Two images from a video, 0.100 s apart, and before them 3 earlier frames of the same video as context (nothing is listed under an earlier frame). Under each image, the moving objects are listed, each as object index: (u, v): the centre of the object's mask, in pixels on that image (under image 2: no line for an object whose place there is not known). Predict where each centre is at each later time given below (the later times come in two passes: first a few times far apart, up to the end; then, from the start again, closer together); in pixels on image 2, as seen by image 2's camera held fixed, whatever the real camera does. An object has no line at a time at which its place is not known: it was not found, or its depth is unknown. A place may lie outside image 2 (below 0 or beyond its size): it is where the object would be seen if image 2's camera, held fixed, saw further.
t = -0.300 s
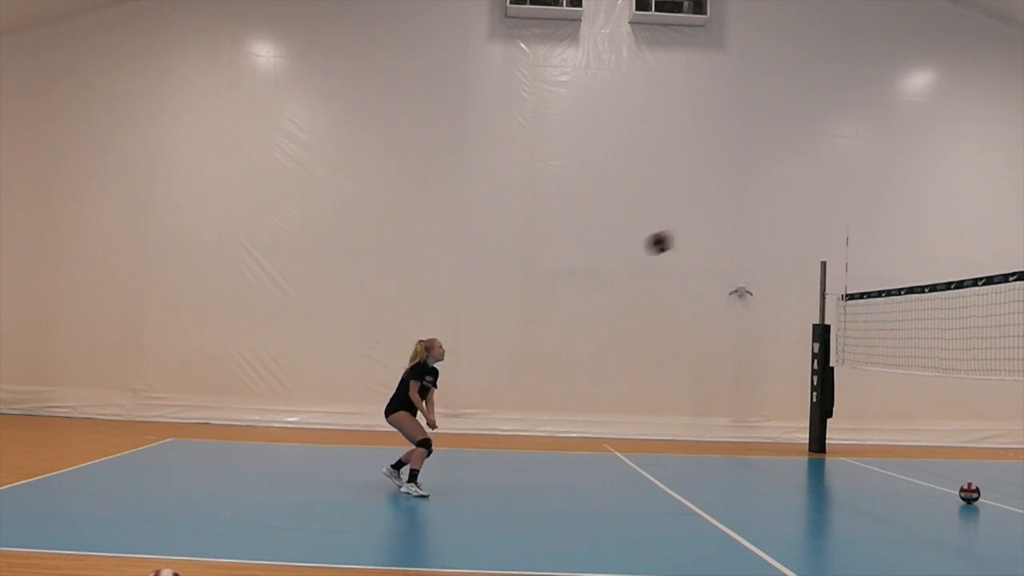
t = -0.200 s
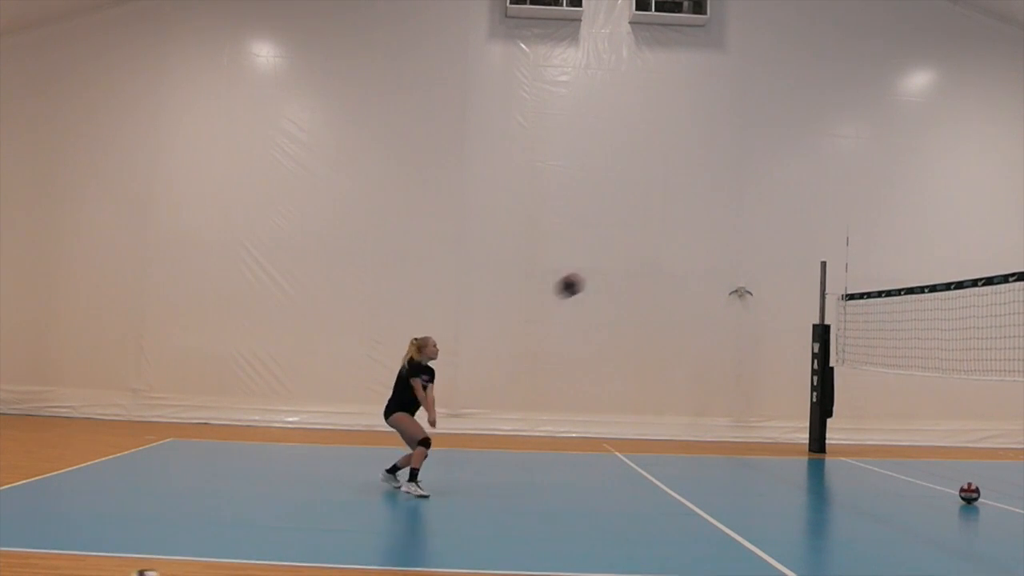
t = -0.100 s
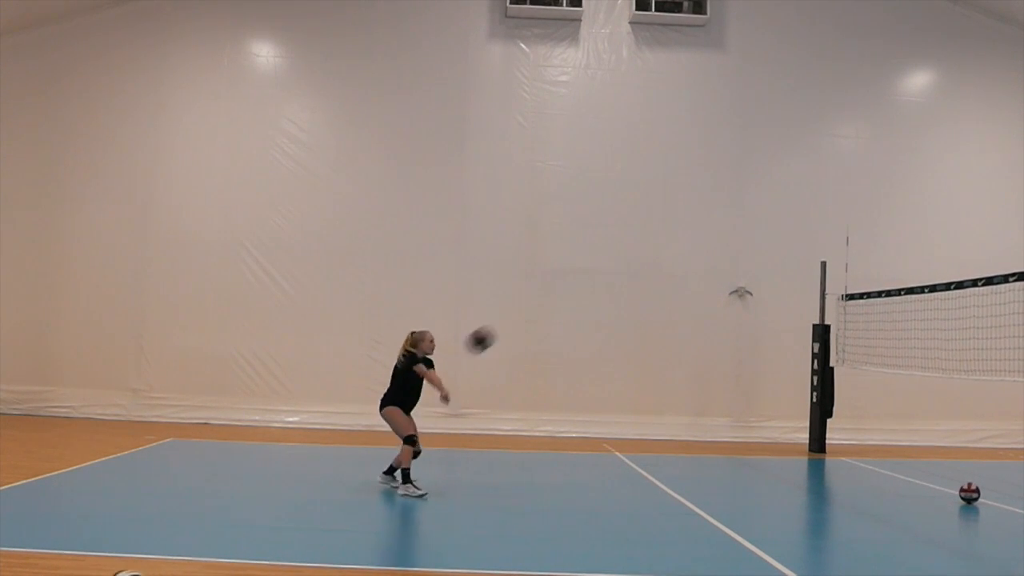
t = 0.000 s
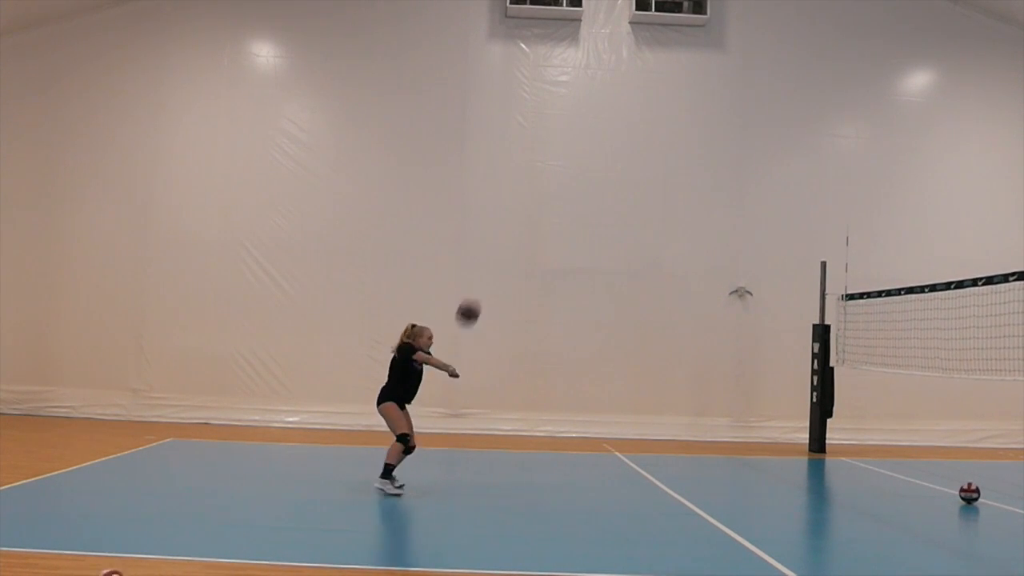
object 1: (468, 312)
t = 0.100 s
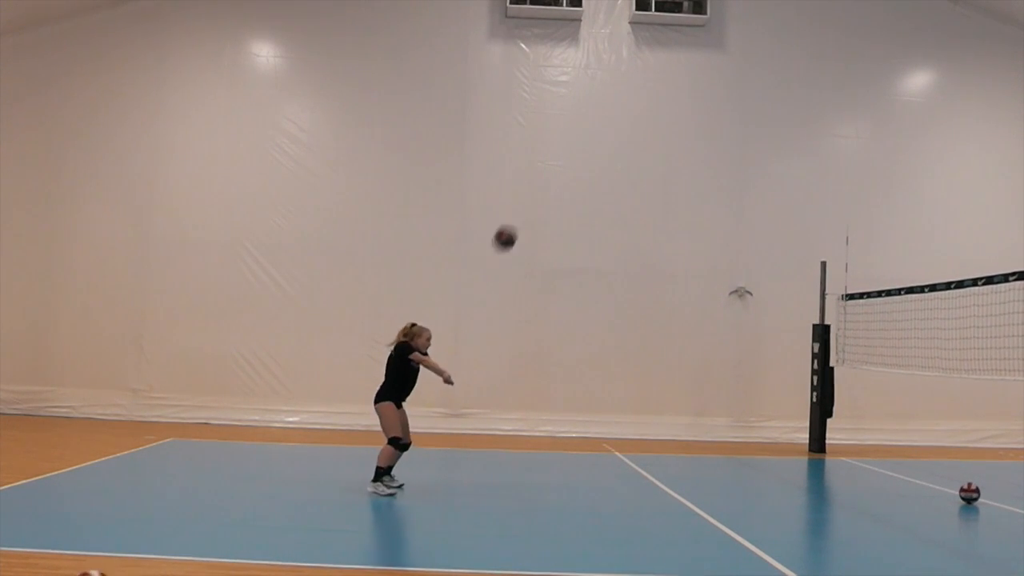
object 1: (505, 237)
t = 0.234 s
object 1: (552, 157)
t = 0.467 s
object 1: (630, 68)
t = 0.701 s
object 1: (703, 37)
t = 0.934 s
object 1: (773, 63)
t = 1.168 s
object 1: (841, 145)
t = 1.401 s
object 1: (903, 278)
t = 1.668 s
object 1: (968, 495)
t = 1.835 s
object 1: (982, 404)
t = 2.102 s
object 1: (1001, 307)
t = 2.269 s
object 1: (1010, 285)
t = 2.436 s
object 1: (1014, 291)
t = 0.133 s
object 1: (517, 216)
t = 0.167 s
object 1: (529, 195)
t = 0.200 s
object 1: (541, 176)
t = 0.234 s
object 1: (552, 157)
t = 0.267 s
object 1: (564, 141)
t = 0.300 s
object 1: (575, 126)
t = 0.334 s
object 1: (587, 112)
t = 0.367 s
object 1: (598, 99)
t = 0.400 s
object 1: (609, 87)
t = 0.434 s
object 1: (620, 76)
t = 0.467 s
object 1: (630, 68)
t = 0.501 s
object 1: (641, 60)
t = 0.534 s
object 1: (651, 53)
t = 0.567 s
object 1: (662, 48)
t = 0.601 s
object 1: (672, 44)
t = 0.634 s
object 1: (683, 40)
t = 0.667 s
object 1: (693, 38)
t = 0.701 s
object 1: (703, 37)
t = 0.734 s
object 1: (713, 38)
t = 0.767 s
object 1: (724, 39)
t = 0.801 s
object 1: (734, 42)
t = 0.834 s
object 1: (744, 45)
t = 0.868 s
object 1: (753, 51)
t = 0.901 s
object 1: (763, 56)
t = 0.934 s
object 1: (773, 63)
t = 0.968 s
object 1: (783, 72)
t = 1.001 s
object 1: (793, 81)
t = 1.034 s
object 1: (803, 92)
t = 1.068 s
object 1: (812, 104)
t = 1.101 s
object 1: (822, 116)
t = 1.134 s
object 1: (831, 130)
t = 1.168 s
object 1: (841, 145)
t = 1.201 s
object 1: (850, 160)
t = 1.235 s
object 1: (859, 178)
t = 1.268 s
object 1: (869, 195)
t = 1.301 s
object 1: (878, 214)
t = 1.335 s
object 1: (887, 235)
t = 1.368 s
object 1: (895, 257)
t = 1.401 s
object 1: (903, 278)
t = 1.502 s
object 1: (929, 354)
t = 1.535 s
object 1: (937, 382)
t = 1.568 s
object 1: (945, 409)
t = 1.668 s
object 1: (968, 495)
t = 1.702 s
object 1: (970, 478)
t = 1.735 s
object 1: (973, 459)
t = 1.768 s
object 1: (976, 439)
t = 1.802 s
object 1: (979, 421)
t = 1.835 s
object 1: (982, 404)
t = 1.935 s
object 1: (990, 358)
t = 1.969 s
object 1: (992, 345)
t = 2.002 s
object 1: (994, 334)
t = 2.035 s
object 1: (996, 324)
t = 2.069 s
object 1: (998, 315)
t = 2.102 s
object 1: (1001, 307)
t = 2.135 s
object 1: (1003, 300)
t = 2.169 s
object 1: (1005, 294)
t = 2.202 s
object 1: (1007, 290)
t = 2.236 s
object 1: (1009, 288)
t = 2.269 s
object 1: (1010, 285)
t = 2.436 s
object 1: (1014, 291)
